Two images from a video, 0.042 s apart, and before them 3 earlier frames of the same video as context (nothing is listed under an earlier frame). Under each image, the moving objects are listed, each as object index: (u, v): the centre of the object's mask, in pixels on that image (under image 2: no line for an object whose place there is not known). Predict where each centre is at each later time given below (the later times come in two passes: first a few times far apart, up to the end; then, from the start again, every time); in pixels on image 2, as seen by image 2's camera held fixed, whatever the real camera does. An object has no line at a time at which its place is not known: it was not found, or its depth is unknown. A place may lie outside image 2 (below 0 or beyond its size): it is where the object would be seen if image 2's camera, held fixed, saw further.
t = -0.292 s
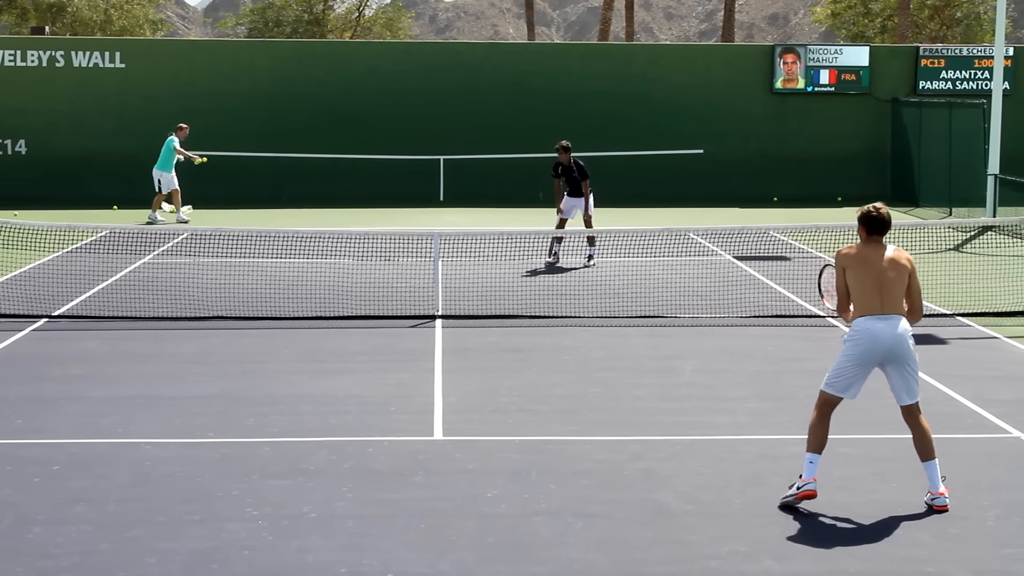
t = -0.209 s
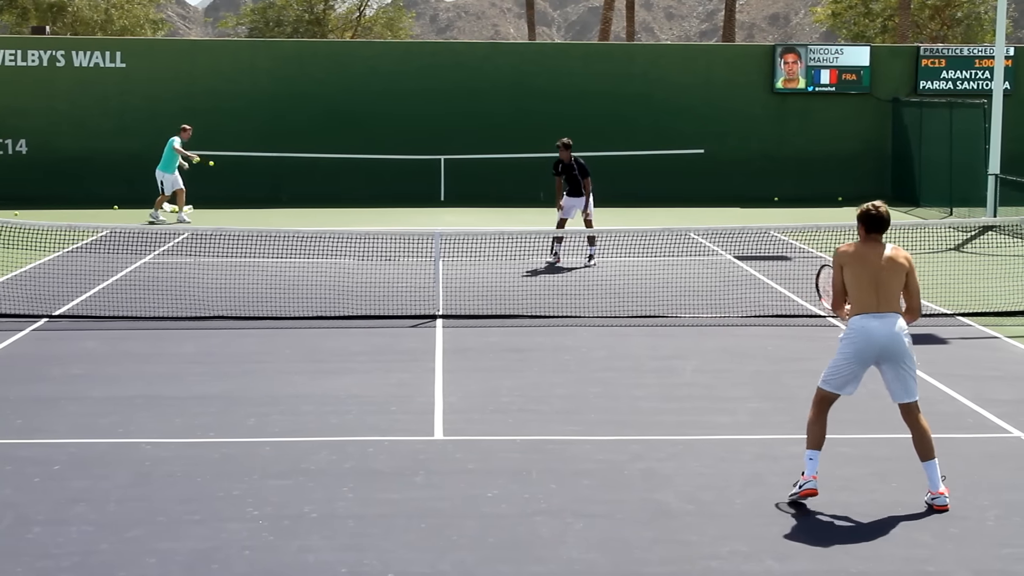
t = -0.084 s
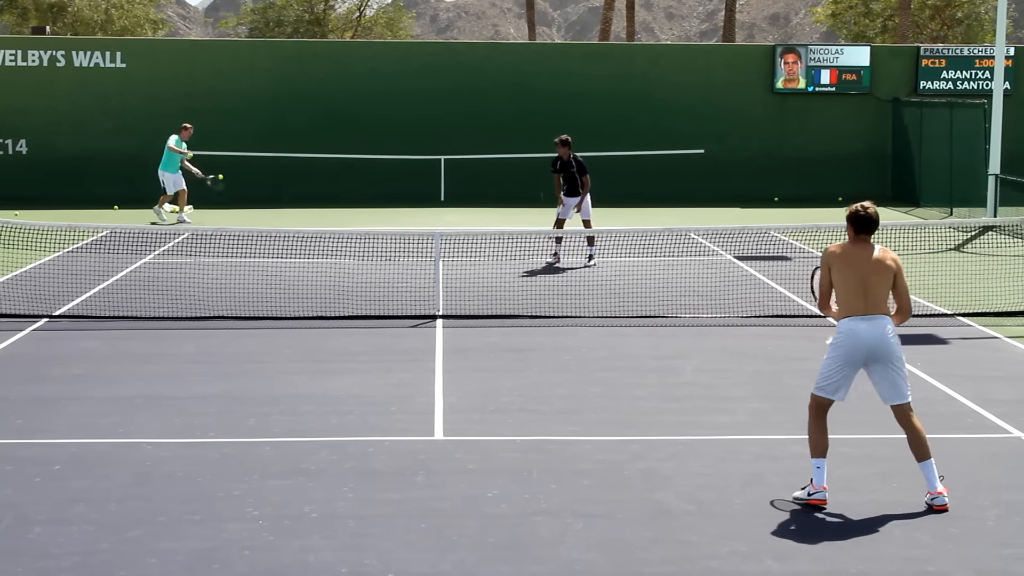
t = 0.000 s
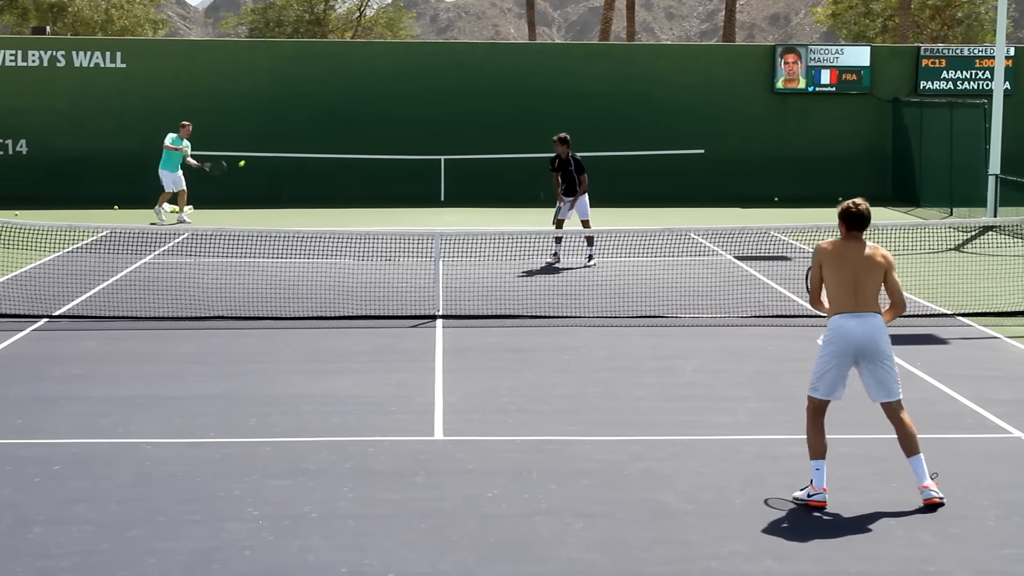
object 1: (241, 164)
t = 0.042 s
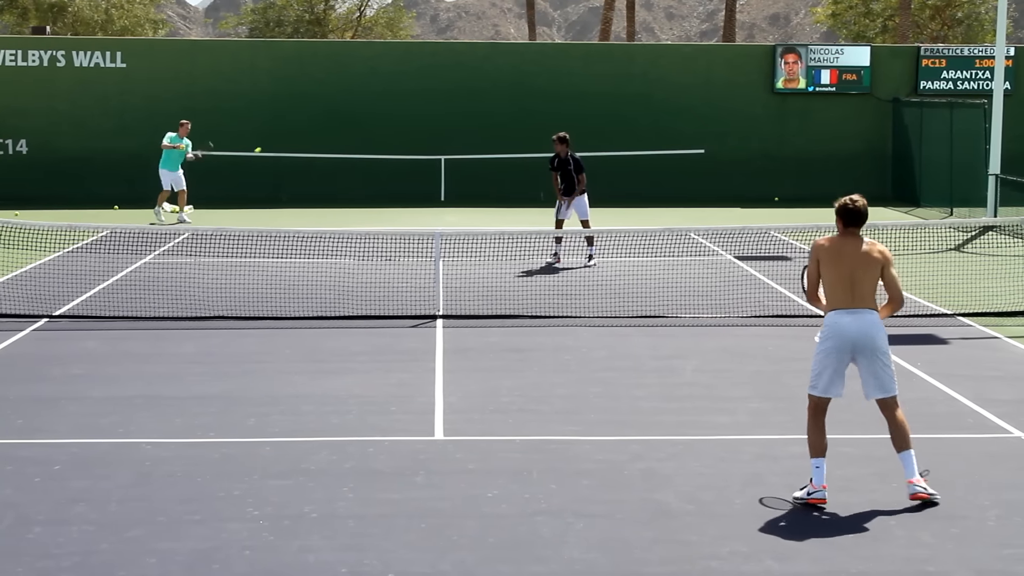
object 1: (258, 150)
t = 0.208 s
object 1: (329, 105)
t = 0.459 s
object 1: (470, 62)
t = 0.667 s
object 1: (630, 63)
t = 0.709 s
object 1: (668, 69)
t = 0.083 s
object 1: (273, 138)
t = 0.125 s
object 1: (291, 127)
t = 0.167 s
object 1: (309, 115)
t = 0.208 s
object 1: (329, 105)
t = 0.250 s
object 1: (349, 96)
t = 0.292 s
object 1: (371, 87)
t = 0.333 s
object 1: (393, 79)
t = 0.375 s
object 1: (417, 72)
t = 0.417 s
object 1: (443, 67)
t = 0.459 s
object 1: (470, 62)
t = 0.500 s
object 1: (498, 59)
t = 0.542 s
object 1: (528, 58)
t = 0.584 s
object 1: (560, 58)
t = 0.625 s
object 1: (594, 59)
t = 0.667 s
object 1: (630, 63)
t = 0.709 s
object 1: (668, 69)
